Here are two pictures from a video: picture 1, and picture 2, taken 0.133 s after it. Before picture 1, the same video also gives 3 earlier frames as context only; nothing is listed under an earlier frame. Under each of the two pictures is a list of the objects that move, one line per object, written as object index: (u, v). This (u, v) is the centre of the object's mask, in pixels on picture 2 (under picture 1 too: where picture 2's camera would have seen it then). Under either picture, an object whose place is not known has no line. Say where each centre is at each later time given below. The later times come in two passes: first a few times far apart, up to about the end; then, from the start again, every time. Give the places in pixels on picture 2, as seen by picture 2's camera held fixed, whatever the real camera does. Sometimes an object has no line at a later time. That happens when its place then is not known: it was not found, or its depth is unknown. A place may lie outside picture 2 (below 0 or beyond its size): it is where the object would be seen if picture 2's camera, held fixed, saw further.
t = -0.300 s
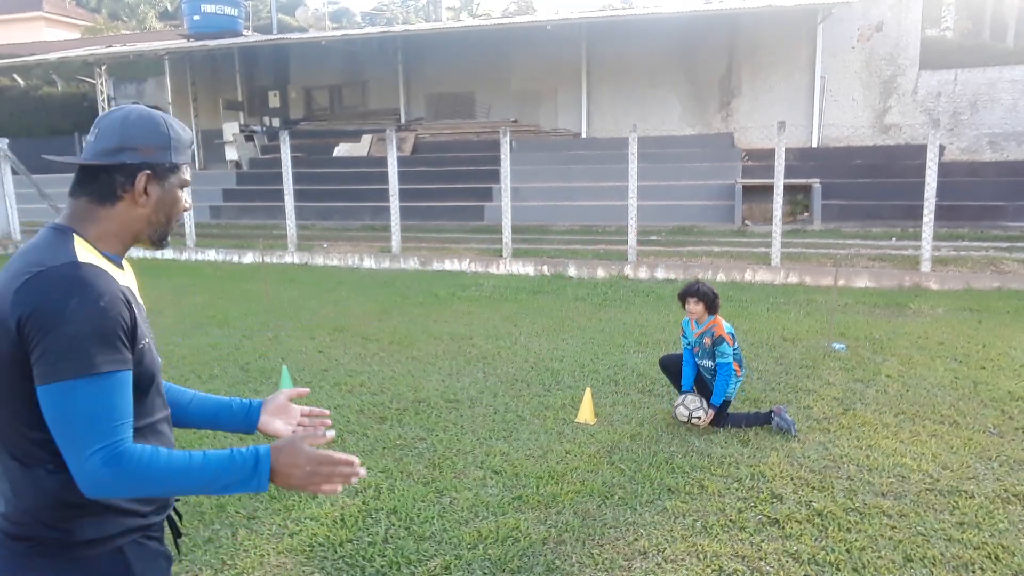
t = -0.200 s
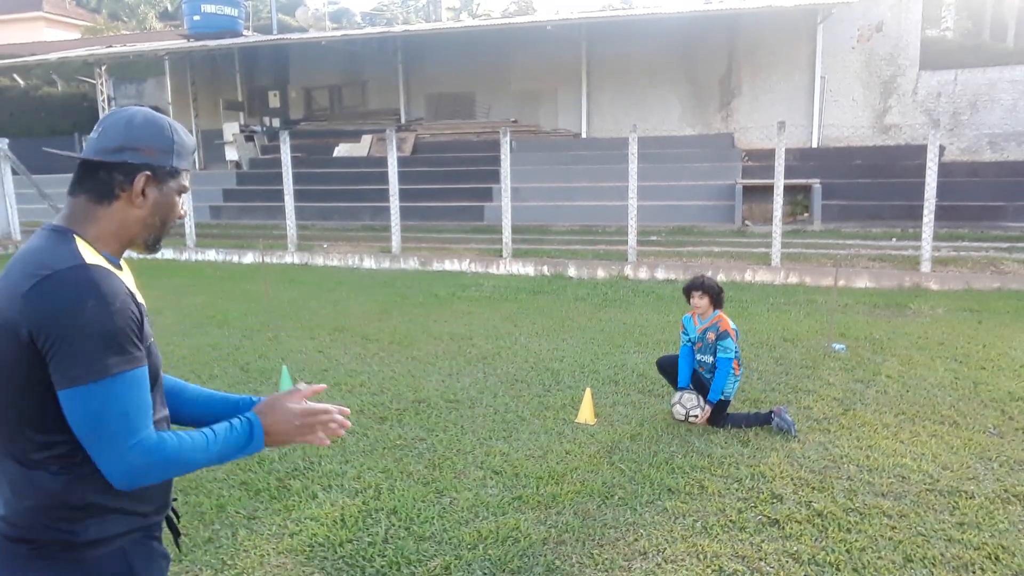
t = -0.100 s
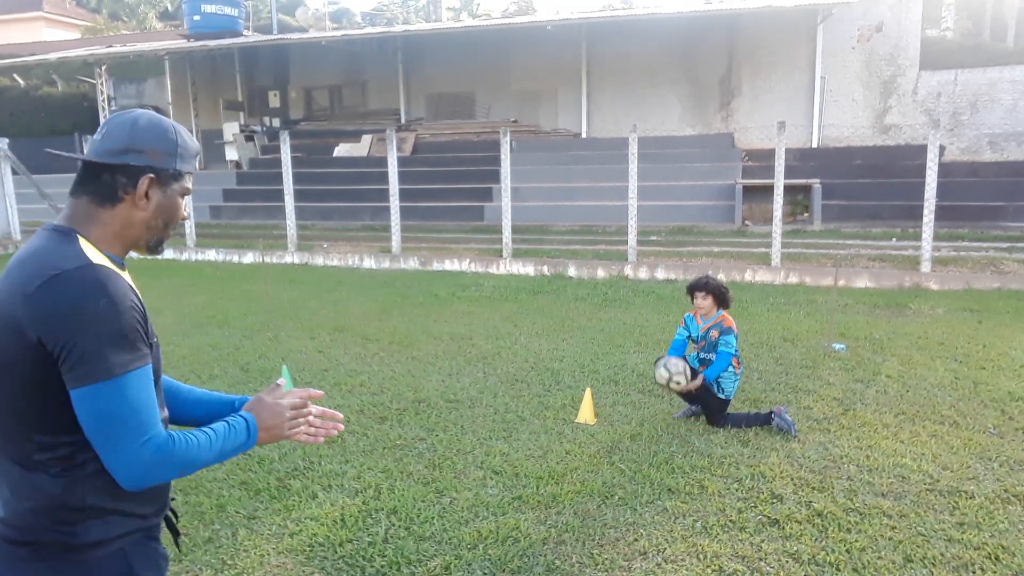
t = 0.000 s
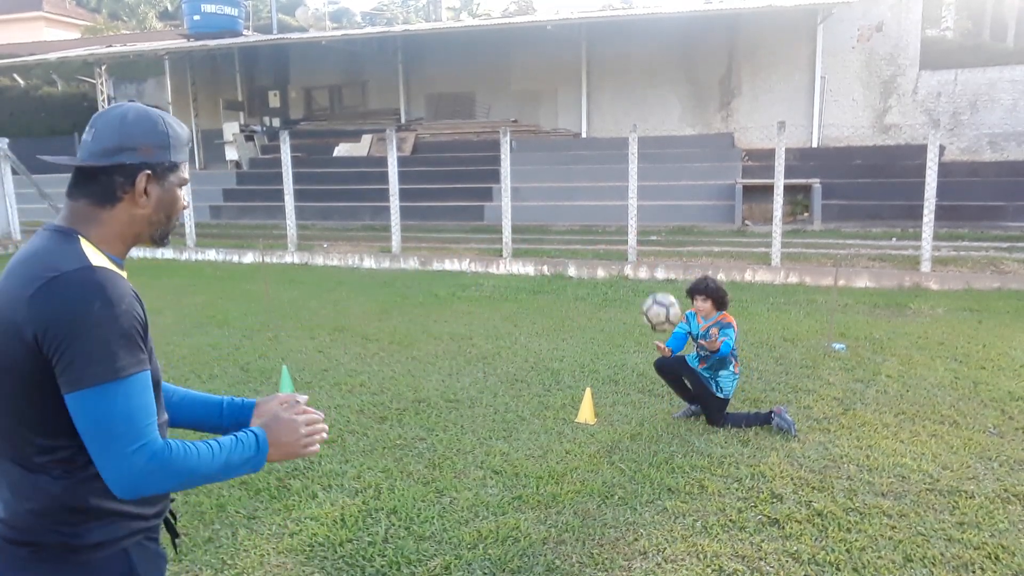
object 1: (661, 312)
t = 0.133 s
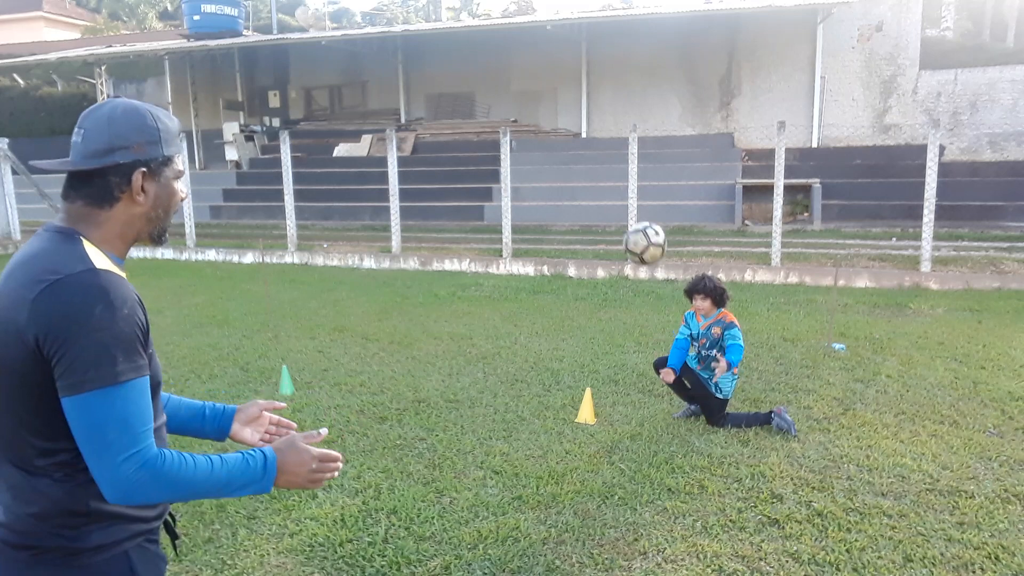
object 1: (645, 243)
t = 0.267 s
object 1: (624, 195)
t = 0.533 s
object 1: (567, 206)
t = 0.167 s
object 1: (640, 229)
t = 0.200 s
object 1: (635, 216)
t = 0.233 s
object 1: (630, 205)
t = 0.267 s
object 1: (624, 195)
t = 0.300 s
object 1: (619, 188)
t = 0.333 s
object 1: (612, 182)
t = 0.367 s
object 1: (606, 179)
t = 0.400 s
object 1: (599, 179)
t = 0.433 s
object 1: (591, 181)
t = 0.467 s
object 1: (584, 186)
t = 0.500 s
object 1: (575, 194)
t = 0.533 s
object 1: (567, 206)
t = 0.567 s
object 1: (558, 222)
